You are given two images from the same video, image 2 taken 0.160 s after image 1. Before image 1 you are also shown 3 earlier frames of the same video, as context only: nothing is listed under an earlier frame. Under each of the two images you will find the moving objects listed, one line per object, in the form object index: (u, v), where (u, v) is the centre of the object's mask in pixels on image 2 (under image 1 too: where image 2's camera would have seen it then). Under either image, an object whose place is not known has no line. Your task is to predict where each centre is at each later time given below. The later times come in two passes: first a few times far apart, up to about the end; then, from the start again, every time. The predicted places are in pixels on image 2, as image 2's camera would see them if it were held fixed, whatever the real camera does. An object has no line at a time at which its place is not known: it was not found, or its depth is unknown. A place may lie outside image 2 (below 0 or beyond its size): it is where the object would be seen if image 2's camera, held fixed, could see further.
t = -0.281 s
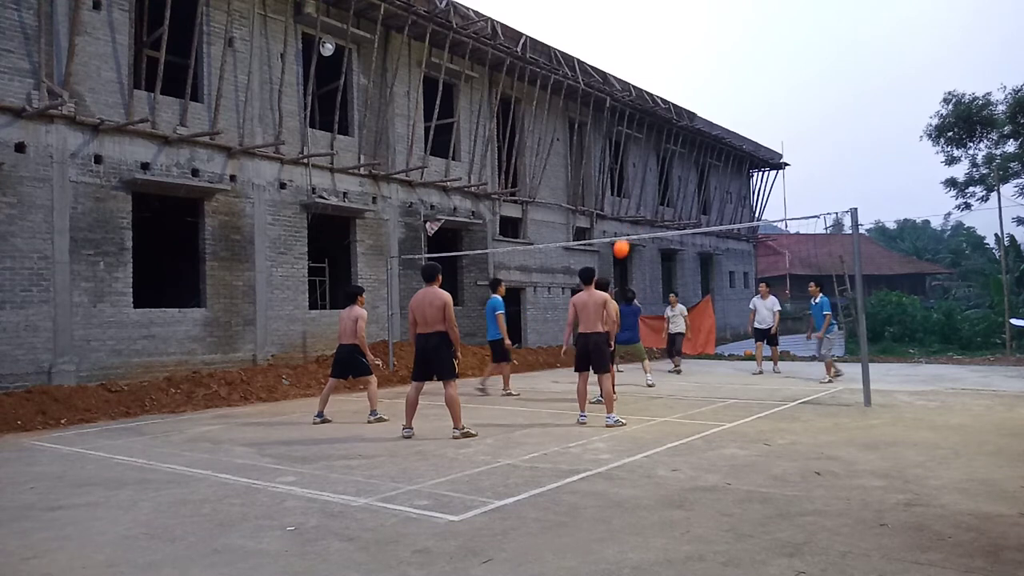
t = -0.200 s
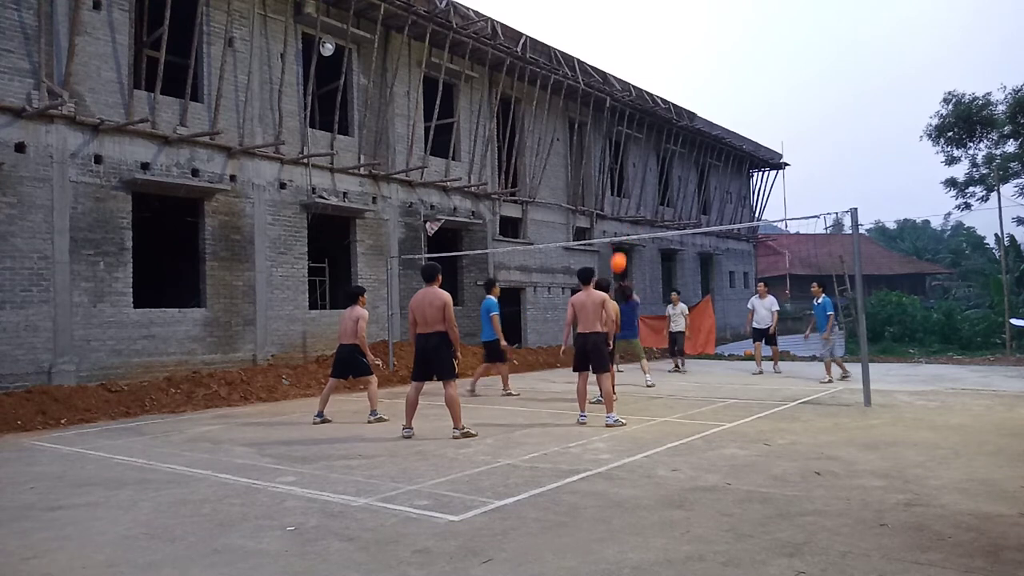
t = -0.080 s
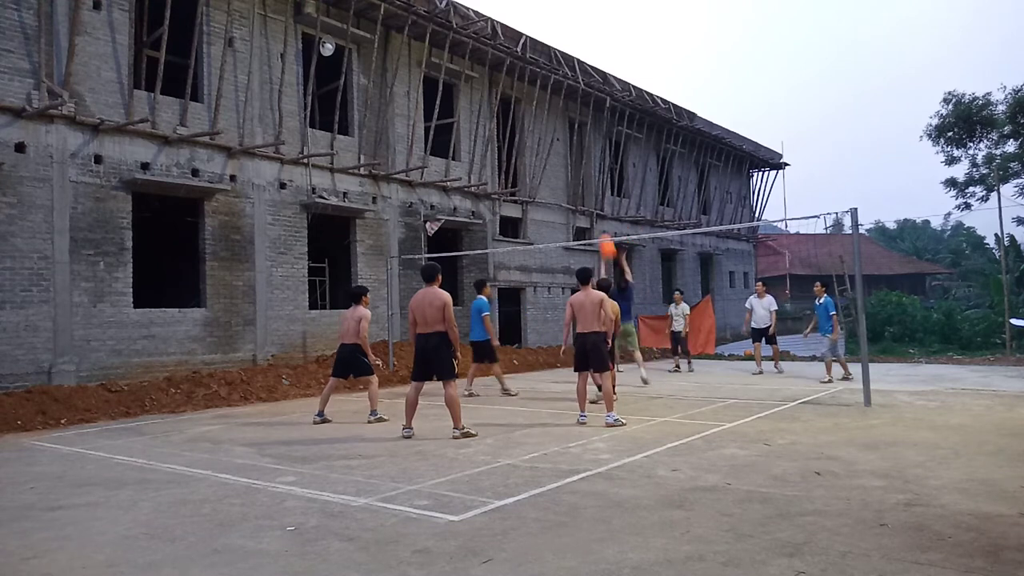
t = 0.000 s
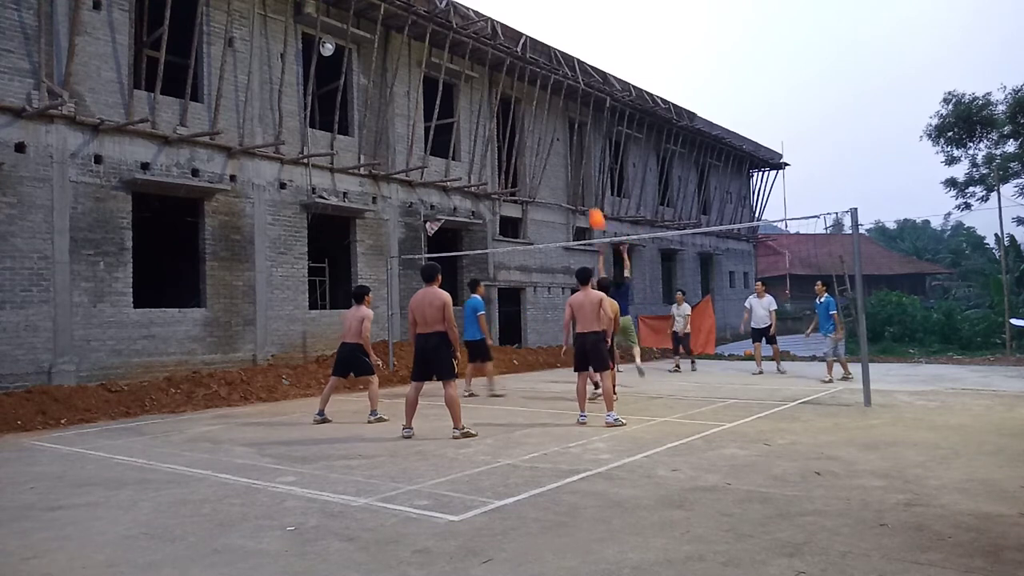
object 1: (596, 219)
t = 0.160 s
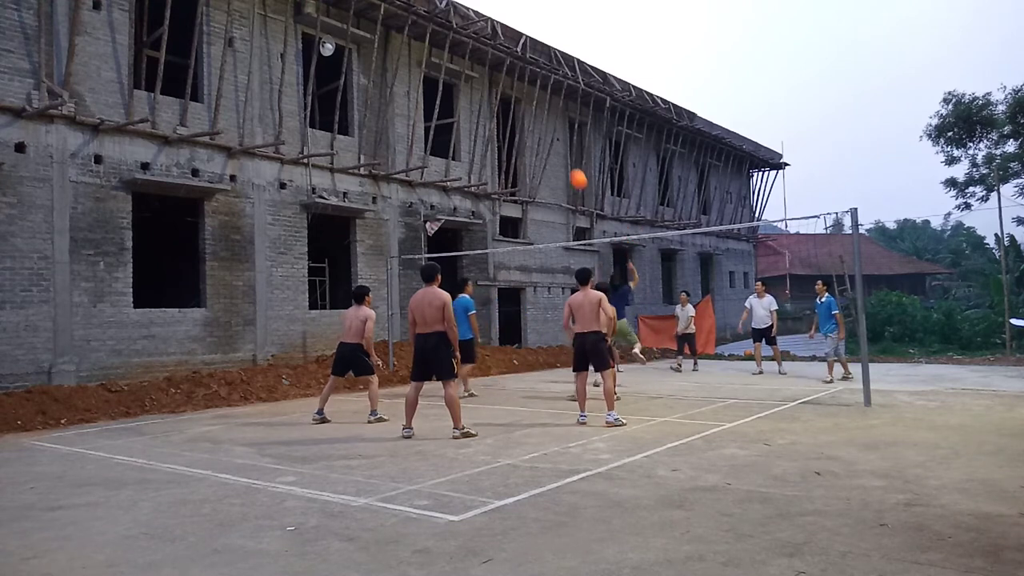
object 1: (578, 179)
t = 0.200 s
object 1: (574, 172)
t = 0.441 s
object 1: (551, 148)
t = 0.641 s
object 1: (534, 153)
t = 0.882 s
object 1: (516, 187)
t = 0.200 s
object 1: (574, 172)
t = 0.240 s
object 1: (570, 165)
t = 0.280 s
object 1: (566, 160)
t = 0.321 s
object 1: (563, 155)
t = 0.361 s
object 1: (558, 152)
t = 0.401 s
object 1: (555, 149)
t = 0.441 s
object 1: (551, 148)
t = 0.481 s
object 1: (548, 147)
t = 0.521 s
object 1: (544, 147)
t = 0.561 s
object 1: (541, 148)
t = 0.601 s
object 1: (537, 150)
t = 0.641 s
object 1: (534, 153)
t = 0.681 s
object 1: (531, 157)
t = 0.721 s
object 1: (527, 161)
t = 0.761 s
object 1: (524, 167)
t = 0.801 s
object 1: (521, 173)
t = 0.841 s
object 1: (518, 180)
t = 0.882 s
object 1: (516, 187)
